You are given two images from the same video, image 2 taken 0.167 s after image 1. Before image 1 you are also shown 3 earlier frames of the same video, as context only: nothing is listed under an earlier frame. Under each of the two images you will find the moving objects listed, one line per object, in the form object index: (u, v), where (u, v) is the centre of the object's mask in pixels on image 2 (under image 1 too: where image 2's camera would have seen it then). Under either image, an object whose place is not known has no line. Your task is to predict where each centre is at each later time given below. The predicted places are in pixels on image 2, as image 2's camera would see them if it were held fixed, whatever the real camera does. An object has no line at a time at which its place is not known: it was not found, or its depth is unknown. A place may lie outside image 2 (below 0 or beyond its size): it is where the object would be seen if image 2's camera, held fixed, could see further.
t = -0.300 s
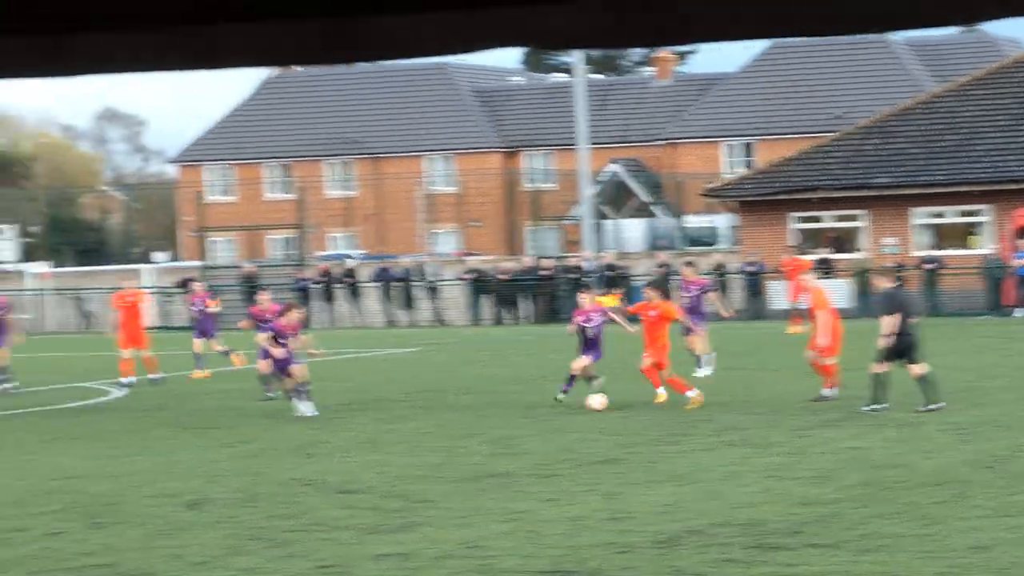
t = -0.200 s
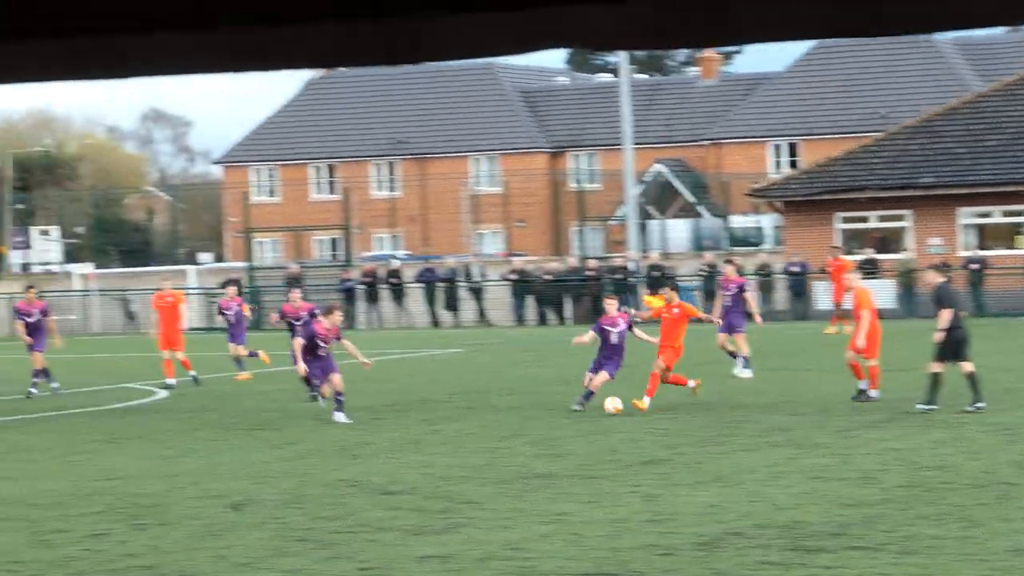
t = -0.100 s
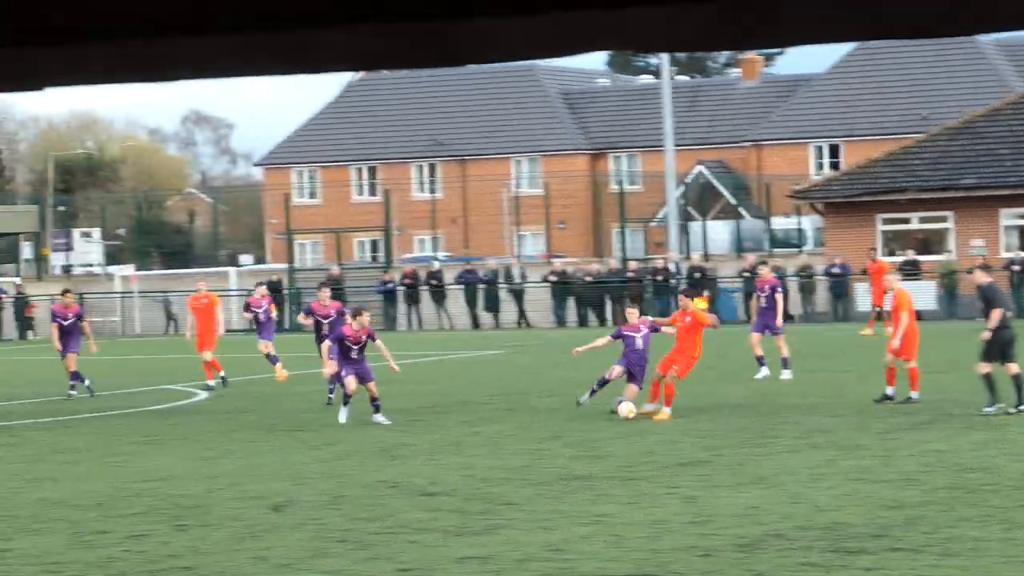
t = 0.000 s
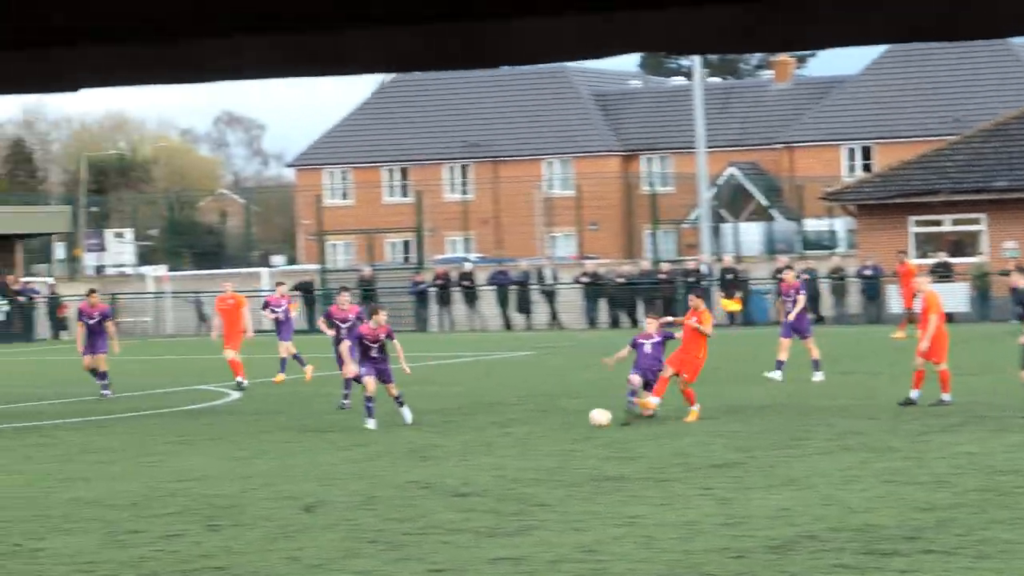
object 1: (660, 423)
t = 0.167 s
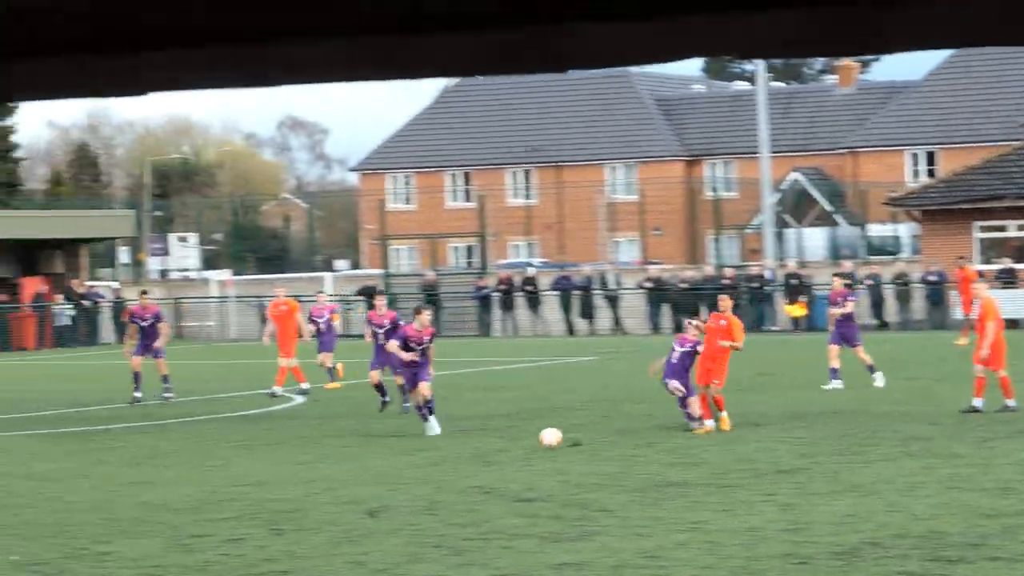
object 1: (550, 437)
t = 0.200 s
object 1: (530, 439)
